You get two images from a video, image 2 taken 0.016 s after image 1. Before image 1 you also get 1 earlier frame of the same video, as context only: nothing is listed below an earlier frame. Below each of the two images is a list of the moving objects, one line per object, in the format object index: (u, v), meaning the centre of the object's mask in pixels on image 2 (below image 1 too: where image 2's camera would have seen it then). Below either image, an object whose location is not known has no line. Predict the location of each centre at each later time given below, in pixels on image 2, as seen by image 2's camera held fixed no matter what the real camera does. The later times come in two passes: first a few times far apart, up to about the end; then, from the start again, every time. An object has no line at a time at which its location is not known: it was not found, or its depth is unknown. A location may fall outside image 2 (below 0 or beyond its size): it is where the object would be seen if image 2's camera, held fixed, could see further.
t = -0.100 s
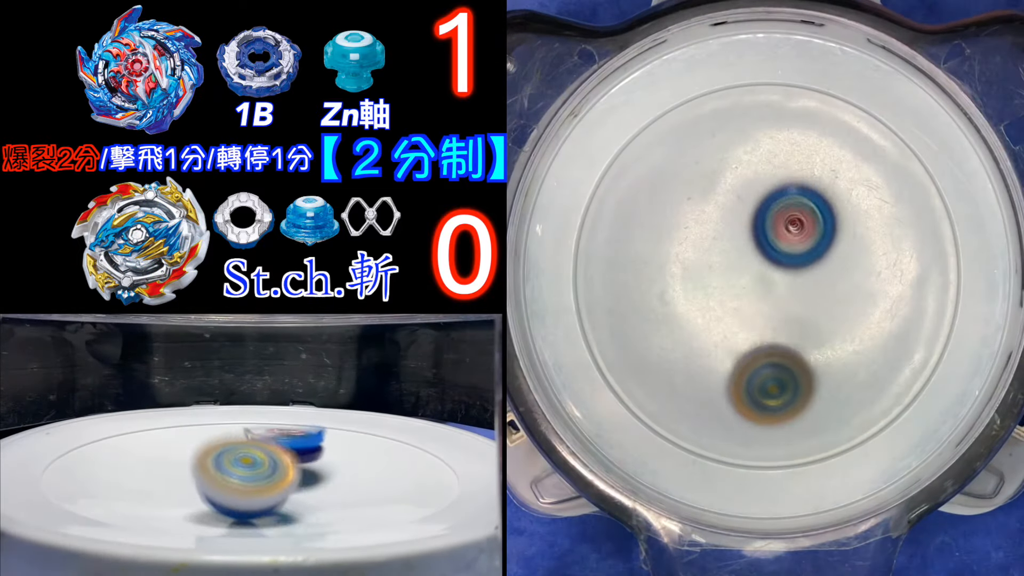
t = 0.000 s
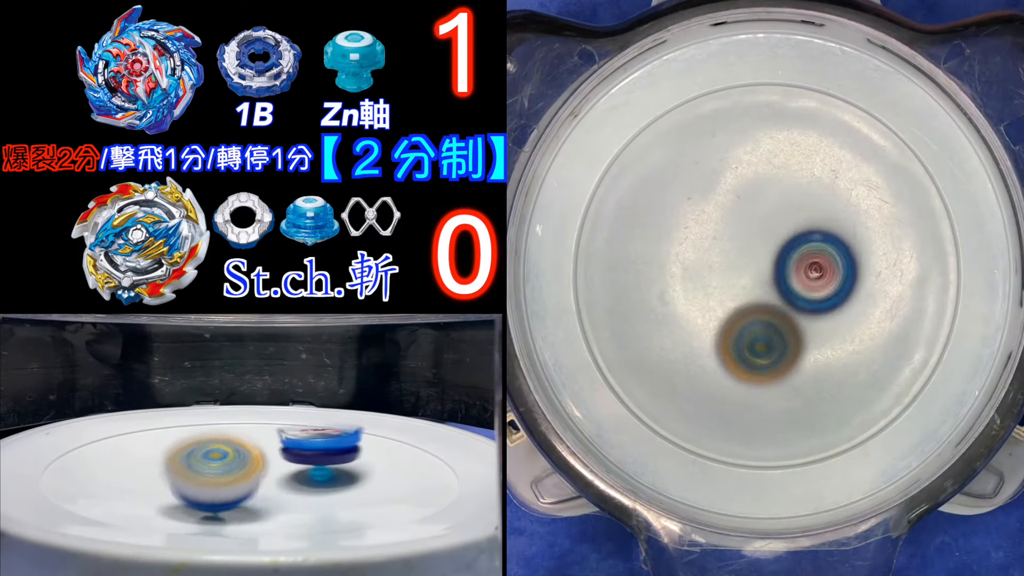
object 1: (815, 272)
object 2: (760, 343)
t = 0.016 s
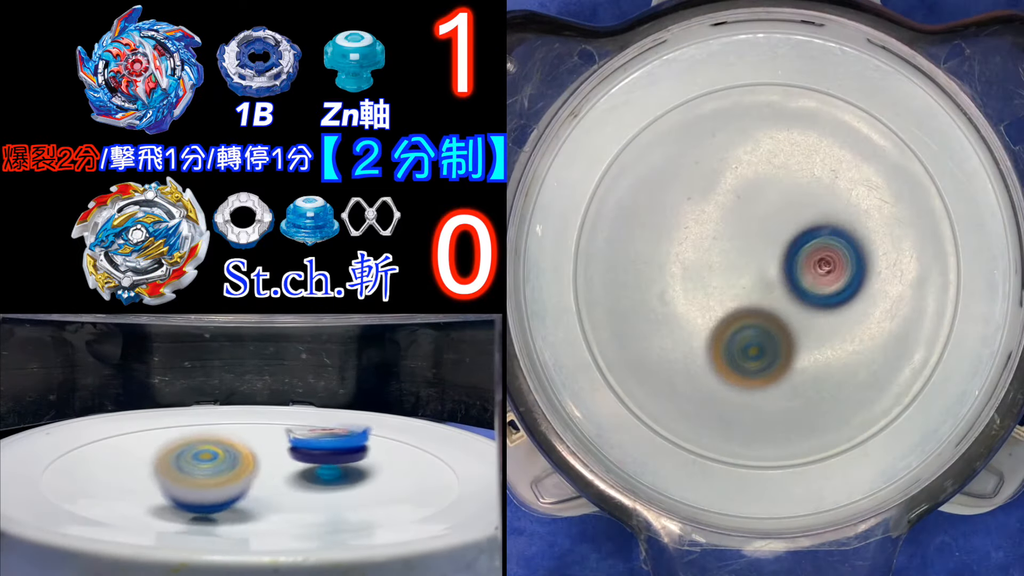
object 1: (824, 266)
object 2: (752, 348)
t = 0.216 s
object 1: (903, 231)
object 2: (696, 369)
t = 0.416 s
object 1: (863, 298)
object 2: (748, 314)
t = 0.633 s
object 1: (924, 366)
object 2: (639, 227)
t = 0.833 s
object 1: (781, 317)
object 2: (658, 220)
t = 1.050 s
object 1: (853, 387)
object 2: (609, 136)
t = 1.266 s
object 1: (875, 395)
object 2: (643, 214)
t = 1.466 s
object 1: (877, 315)
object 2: (708, 392)
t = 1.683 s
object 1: (943, 218)
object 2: (720, 421)
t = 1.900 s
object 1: (775, 148)
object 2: (858, 333)
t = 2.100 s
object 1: (696, 172)
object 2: (868, 324)
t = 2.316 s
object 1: (717, 369)
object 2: (776, 237)
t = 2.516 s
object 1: (740, 356)
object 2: (681, 254)
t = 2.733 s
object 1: (777, 221)
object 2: (663, 377)
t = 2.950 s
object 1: (859, 153)
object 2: (822, 382)
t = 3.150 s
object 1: (874, 148)
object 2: (910, 275)
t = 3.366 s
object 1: (800, 151)
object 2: (824, 264)
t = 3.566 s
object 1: (768, 98)
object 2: (690, 366)
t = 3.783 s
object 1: (789, 132)
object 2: (702, 443)
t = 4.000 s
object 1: (789, 234)
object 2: (831, 366)
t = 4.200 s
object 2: (946, 308)
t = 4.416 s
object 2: (852, 207)
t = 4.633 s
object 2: (660, 222)
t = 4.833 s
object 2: (631, 344)
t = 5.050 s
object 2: (789, 441)
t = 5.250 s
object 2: (923, 327)
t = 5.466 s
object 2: (796, 131)
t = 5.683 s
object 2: (568, 205)
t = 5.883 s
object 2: (664, 375)
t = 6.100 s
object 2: (909, 342)
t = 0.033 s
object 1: (834, 260)
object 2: (743, 353)
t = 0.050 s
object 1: (844, 254)
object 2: (736, 358)
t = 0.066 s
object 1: (853, 249)
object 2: (729, 362)
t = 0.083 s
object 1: (862, 244)
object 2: (722, 366)
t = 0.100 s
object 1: (870, 239)
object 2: (716, 369)
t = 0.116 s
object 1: (877, 236)
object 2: (711, 370)
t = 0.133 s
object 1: (884, 233)
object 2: (707, 372)
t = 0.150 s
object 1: (889, 231)
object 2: (703, 373)
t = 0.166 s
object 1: (894, 230)
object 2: (701, 373)
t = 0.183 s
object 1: (898, 229)
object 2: (698, 372)
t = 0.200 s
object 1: (901, 230)
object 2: (697, 371)
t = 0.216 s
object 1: (903, 231)
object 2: (696, 369)
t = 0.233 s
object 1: (905, 233)
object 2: (697, 367)
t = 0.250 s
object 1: (905, 235)
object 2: (698, 364)
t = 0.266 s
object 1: (905, 239)
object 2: (699, 360)
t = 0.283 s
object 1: (904, 243)
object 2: (701, 356)
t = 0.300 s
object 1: (901, 248)
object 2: (705, 352)
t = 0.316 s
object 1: (898, 254)
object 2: (709, 347)
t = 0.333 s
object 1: (895, 260)
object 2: (714, 342)
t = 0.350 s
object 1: (890, 267)
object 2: (719, 336)
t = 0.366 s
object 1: (884, 274)
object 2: (725, 331)
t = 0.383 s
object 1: (878, 282)
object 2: (732, 325)
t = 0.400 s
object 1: (870, 290)
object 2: (740, 319)
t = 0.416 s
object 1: (863, 298)
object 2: (748, 314)
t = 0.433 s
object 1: (855, 306)
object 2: (756, 308)
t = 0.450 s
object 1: (854, 314)
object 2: (756, 301)
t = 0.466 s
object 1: (871, 322)
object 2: (742, 293)
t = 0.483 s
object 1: (887, 329)
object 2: (729, 286)
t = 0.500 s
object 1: (903, 337)
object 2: (715, 279)
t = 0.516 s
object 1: (916, 344)
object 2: (702, 271)
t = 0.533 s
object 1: (928, 352)
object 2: (690, 264)
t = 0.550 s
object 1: (937, 358)
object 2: (680, 257)
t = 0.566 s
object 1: (937, 361)
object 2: (669, 250)
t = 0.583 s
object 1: (935, 363)
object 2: (659, 243)
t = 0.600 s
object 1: (932, 365)
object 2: (650, 237)
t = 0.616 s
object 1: (929, 366)
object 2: (644, 232)
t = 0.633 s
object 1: (924, 366)
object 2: (639, 227)
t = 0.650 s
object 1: (917, 364)
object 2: (633, 223)
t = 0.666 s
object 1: (909, 362)
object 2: (629, 218)
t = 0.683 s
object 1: (901, 360)
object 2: (626, 215)
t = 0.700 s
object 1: (891, 357)
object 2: (624, 211)
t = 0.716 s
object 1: (880, 353)
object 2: (624, 210)
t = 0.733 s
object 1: (867, 349)
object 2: (626, 209)
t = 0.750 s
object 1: (854, 345)
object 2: (629, 210)
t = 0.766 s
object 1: (840, 340)
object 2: (632, 210)
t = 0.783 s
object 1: (826, 335)
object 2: (636, 210)
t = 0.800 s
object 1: (811, 329)
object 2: (643, 214)
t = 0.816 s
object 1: (796, 324)
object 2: (650, 217)
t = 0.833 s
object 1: (781, 317)
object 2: (658, 220)
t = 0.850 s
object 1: (767, 311)
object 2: (667, 224)
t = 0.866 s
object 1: (753, 304)
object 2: (677, 229)
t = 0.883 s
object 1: (742, 299)
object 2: (684, 232)
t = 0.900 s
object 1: (751, 309)
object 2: (674, 220)
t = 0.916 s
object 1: (763, 322)
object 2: (663, 207)
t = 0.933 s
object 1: (776, 334)
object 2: (653, 195)
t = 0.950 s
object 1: (789, 346)
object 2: (643, 183)
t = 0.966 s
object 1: (801, 356)
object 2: (634, 171)
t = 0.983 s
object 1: (812, 364)
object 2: (627, 161)
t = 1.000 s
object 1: (823, 371)
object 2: (621, 153)
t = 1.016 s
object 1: (834, 378)
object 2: (616, 146)
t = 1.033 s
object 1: (844, 383)
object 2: (612, 140)
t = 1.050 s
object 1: (853, 387)
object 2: (609, 136)
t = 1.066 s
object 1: (860, 391)
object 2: (608, 134)
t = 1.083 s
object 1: (867, 393)
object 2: (607, 132)
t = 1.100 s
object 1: (872, 396)
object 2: (607, 133)
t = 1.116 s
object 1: (876, 398)
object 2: (606, 135)
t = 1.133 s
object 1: (880, 400)
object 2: (607, 137)
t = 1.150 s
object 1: (882, 401)
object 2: (607, 142)
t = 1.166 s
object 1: (884, 401)
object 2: (611, 149)
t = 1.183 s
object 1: (885, 401)
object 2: (613, 156)
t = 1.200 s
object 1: (885, 401)
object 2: (617, 165)
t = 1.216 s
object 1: (884, 401)
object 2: (622, 176)
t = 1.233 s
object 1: (881, 399)
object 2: (628, 187)
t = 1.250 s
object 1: (878, 397)
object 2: (635, 199)
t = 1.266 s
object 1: (875, 395)
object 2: (643, 214)
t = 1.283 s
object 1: (870, 391)
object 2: (652, 229)
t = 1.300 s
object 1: (865, 388)
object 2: (661, 245)
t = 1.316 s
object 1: (860, 383)
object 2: (671, 261)
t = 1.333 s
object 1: (854, 378)
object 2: (680, 278)
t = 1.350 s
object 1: (848, 373)
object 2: (690, 295)
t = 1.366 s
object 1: (842, 367)
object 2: (701, 310)
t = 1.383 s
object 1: (835, 360)
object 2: (713, 326)
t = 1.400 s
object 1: (829, 353)
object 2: (725, 339)
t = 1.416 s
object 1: (829, 346)
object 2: (732, 352)
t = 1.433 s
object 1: (844, 336)
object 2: (723, 367)
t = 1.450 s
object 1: (861, 325)
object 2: (714, 380)
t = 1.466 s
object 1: (877, 315)
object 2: (708, 392)
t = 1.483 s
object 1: (891, 304)
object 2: (700, 404)
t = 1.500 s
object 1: (905, 293)
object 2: (695, 413)
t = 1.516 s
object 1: (918, 283)
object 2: (691, 423)
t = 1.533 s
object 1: (929, 274)
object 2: (687, 431)
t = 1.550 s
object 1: (940, 265)
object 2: (685, 437)
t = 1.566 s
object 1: (950, 257)
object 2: (684, 443)
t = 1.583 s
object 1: (955, 249)
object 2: (684, 445)
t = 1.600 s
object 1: (956, 243)
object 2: (687, 443)
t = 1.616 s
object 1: (956, 237)
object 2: (691, 441)
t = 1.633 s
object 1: (955, 231)
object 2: (697, 438)
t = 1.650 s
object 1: (953, 226)
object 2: (703, 433)
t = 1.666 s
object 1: (949, 222)
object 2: (711, 427)
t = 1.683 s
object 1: (943, 218)
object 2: (720, 421)
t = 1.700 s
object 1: (934, 216)
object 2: (729, 413)
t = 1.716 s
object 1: (923, 215)
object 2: (740, 405)
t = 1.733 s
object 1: (912, 214)
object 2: (752, 396)
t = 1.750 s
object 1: (900, 214)
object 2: (765, 386)
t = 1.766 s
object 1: (888, 214)
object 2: (778, 376)
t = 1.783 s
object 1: (875, 216)
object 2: (791, 364)
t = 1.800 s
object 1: (862, 217)
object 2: (803, 352)
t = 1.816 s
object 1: (848, 219)
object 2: (813, 338)
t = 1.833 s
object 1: (835, 221)
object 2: (823, 324)
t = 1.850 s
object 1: (822, 220)
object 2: (831, 312)
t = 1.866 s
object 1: (806, 198)
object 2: (841, 318)
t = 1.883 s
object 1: (791, 173)
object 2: (851, 327)
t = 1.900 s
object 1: (775, 148)
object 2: (858, 333)
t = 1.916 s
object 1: (760, 125)
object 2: (865, 339)
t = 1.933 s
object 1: (746, 105)
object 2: (871, 344)
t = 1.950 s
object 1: (732, 86)
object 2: (875, 347)
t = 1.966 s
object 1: (718, 68)
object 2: (878, 349)
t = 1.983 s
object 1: (709, 65)
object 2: (881, 350)
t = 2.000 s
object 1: (705, 78)
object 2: (882, 350)
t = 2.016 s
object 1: (701, 92)
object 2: (882, 348)
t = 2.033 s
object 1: (699, 106)
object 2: (882, 346)
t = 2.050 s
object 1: (698, 122)
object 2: (880, 342)
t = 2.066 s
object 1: (697, 138)
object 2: (877, 337)
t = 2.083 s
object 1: (697, 156)
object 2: (873, 331)
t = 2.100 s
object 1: (696, 172)
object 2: (868, 324)
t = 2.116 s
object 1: (699, 189)
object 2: (862, 317)
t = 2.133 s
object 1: (701, 208)
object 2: (855, 309)
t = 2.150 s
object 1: (704, 226)
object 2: (847, 300)
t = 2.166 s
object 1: (707, 243)
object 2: (838, 291)
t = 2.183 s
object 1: (711, 261)
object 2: (829, 283)
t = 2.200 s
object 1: (716, 278)
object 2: (817, 275)
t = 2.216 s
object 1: (719, 294)
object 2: (808, 267)
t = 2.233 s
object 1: (718, 309)
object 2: (802, 261)
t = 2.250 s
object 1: (717, 324)
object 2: (797, 255)
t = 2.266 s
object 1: (716, 336)
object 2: (792, 250)
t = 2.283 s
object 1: (716, 349)
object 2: (787, 246)
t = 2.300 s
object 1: (716, 360)
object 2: (782, 240)
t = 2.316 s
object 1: (717, 369)
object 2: (776, 237)
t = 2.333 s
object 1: (717, 377)
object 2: (770, 233)
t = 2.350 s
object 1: (719, 383)
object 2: (763, 232)
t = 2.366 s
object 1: (720, 387)
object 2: (756, 230)
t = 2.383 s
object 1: (722, 391)
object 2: (748, 229)
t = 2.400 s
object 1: (724, 392)
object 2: (740, 229)
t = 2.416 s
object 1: (726, 391)
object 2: (731, 230)
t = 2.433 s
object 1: (728, 389)
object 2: (723, 231)
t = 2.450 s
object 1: (730, 385)
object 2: (714, 235)
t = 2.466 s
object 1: (733, 380)
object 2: (706, 238)
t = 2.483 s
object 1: (735, 373)
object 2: (697, 242)
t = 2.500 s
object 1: (738, 365)
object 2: (689, 249)
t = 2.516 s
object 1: (740, 356)
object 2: (681, 254)
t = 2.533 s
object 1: (743, 347)
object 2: (674, 262)
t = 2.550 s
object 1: (746, 338)
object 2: (667, 270)
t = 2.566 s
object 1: (748, 328)
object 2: (660, 281)
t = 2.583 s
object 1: (751, 318)
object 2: (655, 290)
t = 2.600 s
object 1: (753, 307)
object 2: (651, 301)
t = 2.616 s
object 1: (755, 296)
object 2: (647, 311)
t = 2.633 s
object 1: (758, 284)
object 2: (646, 322)
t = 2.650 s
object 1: (761, 273)
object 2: (646, 332)
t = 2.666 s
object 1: (764, 261)
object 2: (647, 342)
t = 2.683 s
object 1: (767, 251)
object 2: (649, 352)
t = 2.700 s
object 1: (770, 240)
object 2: (652, 361)
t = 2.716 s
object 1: (773, 230)
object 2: (657, 369)
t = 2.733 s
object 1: (777, 221)
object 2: (663, 377)
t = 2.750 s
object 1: (781, 212)
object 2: (670, 385)
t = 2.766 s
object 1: (785, 202)
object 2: (679, 391)
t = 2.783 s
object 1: (790, 194)
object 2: (688, 397)
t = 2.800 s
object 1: (796, 186)
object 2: (698, 401)
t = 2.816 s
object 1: (802, 179)
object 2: (710, 403)
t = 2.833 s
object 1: (808, 173)
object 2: (722, 405)
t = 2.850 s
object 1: (815, 168)
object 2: (735, 406)
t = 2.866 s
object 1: (822, 163)
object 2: (751, 405)
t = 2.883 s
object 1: (830, 159)
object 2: (765, 403)
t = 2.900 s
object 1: (837, 156)
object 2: (780, 401)
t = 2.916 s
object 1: (845, 154)
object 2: (794, 396)
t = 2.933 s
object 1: (853, 153)
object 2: (808, 390)
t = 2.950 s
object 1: (859, 153)
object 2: (822, 382)
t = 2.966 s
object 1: (866, 154)
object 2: (834, 372)
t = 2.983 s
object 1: (872, 155)
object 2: (847, 361)
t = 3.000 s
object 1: (877, 159)
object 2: (858, 348)
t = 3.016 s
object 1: (882, 162)
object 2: (868, 333)
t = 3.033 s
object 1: (886, 167)
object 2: (876, 318)
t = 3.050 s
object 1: (889, 173)
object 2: (884, 303)
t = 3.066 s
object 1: (891, 178)
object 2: (889, 286)
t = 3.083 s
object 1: (892, 182)
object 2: (895, 273)
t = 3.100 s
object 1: (888, 173)
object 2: (900, 273)
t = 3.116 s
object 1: (884, 163)
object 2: (905, 273)
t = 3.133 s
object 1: (879, 155)
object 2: (909, 274)
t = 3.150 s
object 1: (874, 148)
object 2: (910, 275)
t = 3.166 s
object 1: (868, 143)
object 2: (911, 276)
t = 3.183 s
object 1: (863, 138)
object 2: (910, 277)
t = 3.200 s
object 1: (857, 135)
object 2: (908, 278)
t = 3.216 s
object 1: (851, 133)
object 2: (904, 279)
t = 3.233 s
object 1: (845, 132)
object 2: (899, 279)
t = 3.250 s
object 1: (839, 131)
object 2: (893, 280)
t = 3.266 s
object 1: (833, 132)
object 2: (886, 279)
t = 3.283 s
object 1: (827, 134)
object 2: (877, 278)
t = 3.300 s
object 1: (821, 136)
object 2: (868, 277)
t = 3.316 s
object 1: (816, 139)
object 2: (857, 275)
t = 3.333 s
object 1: (810, 143)
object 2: (847, 272)
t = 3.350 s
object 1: (805, 147)
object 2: (835, 268)
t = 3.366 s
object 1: (800, 151)
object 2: (824, 264)
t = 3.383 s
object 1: (796, 156)
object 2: (811, 260)
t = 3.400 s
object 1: (791, 162)
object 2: (799, 256)
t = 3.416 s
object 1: (786, 163)
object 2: (786, 257)
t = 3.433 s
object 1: (783, 153)
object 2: (773, 267)
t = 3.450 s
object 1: (779, 145)
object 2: (760, 280)
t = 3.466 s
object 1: (776, 136)
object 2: (747, 294)
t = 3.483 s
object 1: (773, 127)
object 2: (736, 307)
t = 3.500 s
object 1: (771, 121)
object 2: (726, 319)
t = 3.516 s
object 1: (769, 114)
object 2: (715, 331)
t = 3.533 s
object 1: (768, 108)
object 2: (706, 343)
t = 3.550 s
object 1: (768, 103)
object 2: (698, 354)
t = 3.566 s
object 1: (768, 98)
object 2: (690, 366)
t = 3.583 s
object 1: (769, 95)
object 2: (684, 378)
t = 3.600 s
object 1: (769, 92)
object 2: (679, 389)
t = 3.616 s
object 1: (771, 90)
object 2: (676, 399)
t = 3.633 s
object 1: (772, 91)
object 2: (674, 408)
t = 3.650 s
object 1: (774, 93)
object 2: (672, 418)
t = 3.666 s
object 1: (776, 96)
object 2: (672, 425)
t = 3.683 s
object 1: (778, 99)
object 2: (672, 431)
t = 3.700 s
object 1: (780, 103)
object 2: (674, 437)
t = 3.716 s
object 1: (782, 107)
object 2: (678, 442)
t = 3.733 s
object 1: (784, 113)
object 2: (682, 446)
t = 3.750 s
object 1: (786, 119)
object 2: (687, 446)
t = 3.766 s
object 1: (788, 125)
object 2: (694, 445)
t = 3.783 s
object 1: (789, 132)
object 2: (702, 443)
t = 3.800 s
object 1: (791, 139)
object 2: (710, 442)
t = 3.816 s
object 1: (792, 147)
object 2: (719, 439)
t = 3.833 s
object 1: (793, 155)
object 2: (729, 434)
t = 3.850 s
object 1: (794, 164)
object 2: (739, 429)
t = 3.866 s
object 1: (795, 172)
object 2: (750, 424)
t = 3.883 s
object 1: (795, 180)
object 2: (762, 418)
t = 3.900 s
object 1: (795, 189)
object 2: (773, 411)
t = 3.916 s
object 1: (795, 197)
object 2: (784, 405)
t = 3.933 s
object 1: (794, 205)
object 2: (794, 398)
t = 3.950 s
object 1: (793, 212)
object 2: (805, 391)
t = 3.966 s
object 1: (792, 220)
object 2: (815, 383)
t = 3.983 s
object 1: (791, 227)
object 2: (824, 375)
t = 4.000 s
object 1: (789, 234)
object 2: (831, 366)
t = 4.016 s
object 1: (788, 240)
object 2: (838, 356)
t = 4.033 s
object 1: (785, 246)
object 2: (842, 345)
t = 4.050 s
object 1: (783, 252)
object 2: (845, 334)
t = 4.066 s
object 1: (779, 257)
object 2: (847, 322)
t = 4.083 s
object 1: (761, 253)
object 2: (856, 319)
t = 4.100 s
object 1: (735, 245)
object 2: (873, 319)
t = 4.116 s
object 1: (707, 236)
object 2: (889, 319)
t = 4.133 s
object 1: (683, 228)
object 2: (903, 319)
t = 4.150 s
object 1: (658, 218)
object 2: (917, 318)
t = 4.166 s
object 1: (634, 207)
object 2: (928, 315)
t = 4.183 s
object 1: (613, 197)
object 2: (938, 312)
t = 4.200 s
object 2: (946, 308)
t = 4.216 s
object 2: (953, 302)
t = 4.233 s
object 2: (955, 296)
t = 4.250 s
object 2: (953, 289)
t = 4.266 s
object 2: (951, 281)
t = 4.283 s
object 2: (947, 273)
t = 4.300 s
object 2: (940, 264)
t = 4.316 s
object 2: (932, 256)
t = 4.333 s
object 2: (922, 247)
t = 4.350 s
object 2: (910, 237)
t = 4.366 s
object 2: (897, 229)
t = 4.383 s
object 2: (882, 220)
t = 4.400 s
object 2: (867, 213)
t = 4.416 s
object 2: (852, 207)
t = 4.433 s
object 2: (837, 202)
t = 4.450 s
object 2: (819, 198)
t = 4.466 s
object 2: (802, 196)
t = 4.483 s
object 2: (785, 196)
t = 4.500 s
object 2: (768, 195)
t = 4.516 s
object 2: (753, 195)
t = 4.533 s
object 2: (737, 197)
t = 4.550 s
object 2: (721, 199)
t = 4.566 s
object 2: (707, 203)
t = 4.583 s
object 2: (694, 206)
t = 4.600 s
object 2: (681, 211)
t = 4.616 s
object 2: (671, 216)
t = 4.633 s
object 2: (660, 222)
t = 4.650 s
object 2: (650, 230)
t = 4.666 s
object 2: (642, 238)
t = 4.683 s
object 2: (635, 246)
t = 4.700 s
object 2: (630, 257)
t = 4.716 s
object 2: (625, 266)
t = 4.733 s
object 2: (622, 277)
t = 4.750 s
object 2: (620, 289)
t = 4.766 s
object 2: (619, 299)
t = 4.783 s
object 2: (620, 310)
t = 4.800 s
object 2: (622, 322)
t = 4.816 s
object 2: (626, 334)
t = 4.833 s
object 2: (631, 344)
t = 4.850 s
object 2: (637, 356)
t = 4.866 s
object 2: (644, 367)
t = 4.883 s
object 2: (652, 378)
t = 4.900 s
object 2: (662, 388)
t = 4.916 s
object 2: (672, 398)
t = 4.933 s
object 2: (685, 407)
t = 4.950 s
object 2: (698, 415)
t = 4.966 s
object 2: (712, 423)
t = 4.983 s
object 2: (726, 429)
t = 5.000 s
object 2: (741, 434)
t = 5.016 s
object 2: (757, 437)
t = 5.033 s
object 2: (773, 440)
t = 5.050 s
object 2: (789, 441)
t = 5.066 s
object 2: (805, 441)
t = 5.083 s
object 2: (820, 439)
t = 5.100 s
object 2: (835, 435)
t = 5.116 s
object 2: (849, 431)
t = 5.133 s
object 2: (864, 422)
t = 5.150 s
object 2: (877, 412)
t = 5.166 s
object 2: (889, 401)
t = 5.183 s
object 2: (900, 388)
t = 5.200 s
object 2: (908, 374)
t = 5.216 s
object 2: (915, 359)
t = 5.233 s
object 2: (920, 343)
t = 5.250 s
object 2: (923, 327)
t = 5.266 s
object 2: (925, 310)
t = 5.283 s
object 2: (924, 292)
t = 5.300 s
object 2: (922, 273)
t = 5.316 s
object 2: (916, 254)
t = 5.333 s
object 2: (910, 237)
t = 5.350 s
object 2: (901, 219)
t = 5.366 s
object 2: (890, 202)
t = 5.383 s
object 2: (878, 189)
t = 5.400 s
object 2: (865, 174)
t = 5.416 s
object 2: (849, 161)
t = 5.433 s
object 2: (834, 150)
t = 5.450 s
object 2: (816, 140)
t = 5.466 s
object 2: (796, 131)
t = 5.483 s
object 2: (776, 123)
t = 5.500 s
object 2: (755, 118)
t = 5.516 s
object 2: (732, 115)
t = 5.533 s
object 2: (711, 114)
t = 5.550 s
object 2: (689, 115)
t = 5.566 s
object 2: (669, 119)
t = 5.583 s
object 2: (651, 124)
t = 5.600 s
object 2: (632, 133)
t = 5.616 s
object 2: (618, 145)
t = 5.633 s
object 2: (604, 159)
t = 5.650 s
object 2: (592, 173)
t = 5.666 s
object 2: (579, 188)
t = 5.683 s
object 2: (568, 205)
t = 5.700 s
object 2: (559, 221)
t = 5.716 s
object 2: (552, 238)
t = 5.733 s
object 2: (546, 256)
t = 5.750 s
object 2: (549, 273)
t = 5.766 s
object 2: (556, 288)
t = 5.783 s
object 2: (567, 303)
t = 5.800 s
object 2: (580, 317)
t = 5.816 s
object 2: (594, 331)
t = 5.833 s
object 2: (609, 343)
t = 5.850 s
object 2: (626, 355)
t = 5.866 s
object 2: (645, 366)
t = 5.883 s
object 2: (664, 375)
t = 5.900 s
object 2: (684, 381)
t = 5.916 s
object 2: (703, 386)
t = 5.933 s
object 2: (721, 390)
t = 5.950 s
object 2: (743, 392)
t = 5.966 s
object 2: (764, 393)
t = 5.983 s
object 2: (784, 392)
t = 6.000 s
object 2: (804, 390)
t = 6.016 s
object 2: (823, 386)
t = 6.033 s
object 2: (842, 380)
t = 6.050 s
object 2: (861, 372)
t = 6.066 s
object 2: (878, 363)
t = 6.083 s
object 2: (894, 353)
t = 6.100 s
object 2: (909, 342)
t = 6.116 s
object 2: (922, 330)
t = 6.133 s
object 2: (933, 317)
